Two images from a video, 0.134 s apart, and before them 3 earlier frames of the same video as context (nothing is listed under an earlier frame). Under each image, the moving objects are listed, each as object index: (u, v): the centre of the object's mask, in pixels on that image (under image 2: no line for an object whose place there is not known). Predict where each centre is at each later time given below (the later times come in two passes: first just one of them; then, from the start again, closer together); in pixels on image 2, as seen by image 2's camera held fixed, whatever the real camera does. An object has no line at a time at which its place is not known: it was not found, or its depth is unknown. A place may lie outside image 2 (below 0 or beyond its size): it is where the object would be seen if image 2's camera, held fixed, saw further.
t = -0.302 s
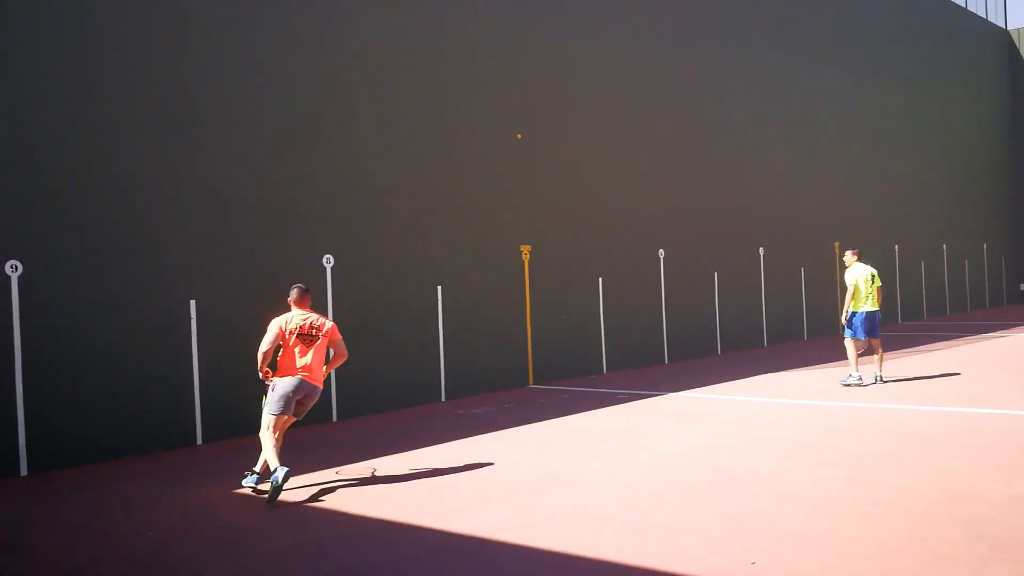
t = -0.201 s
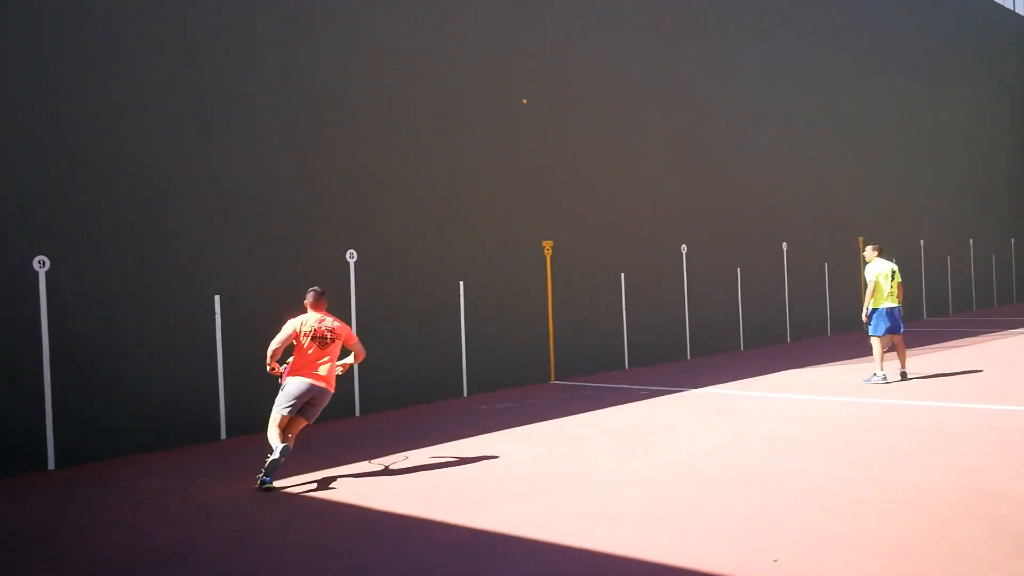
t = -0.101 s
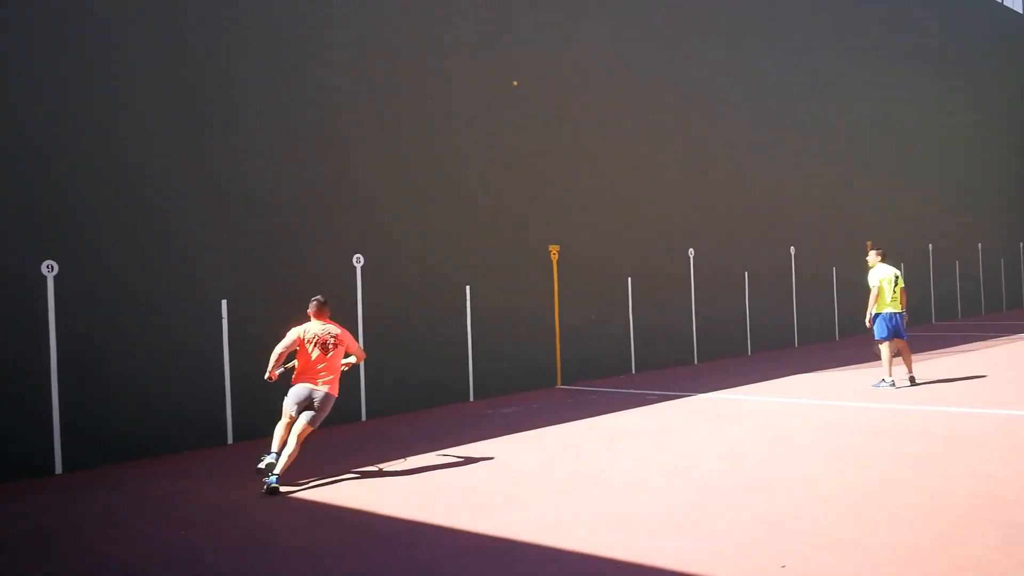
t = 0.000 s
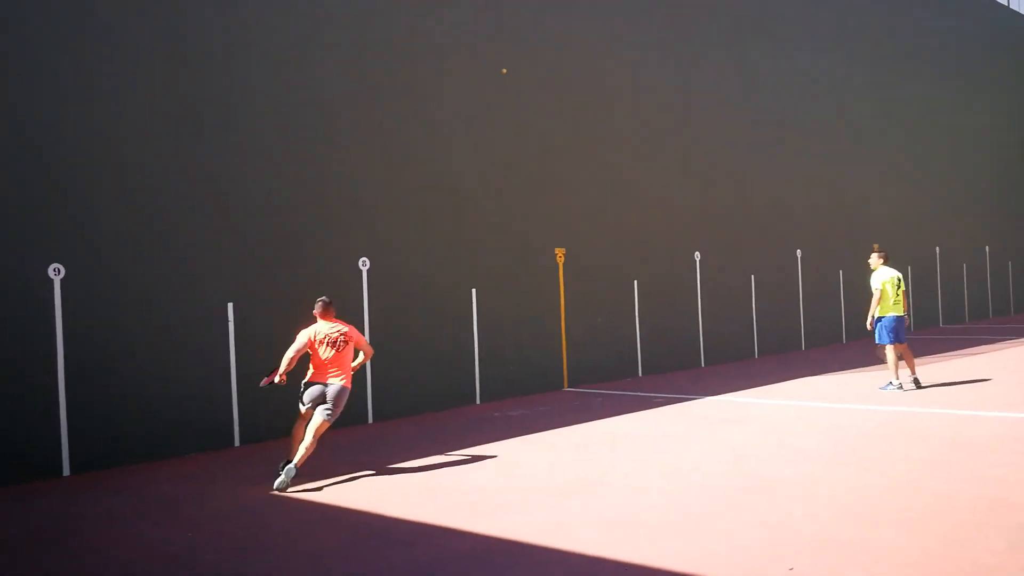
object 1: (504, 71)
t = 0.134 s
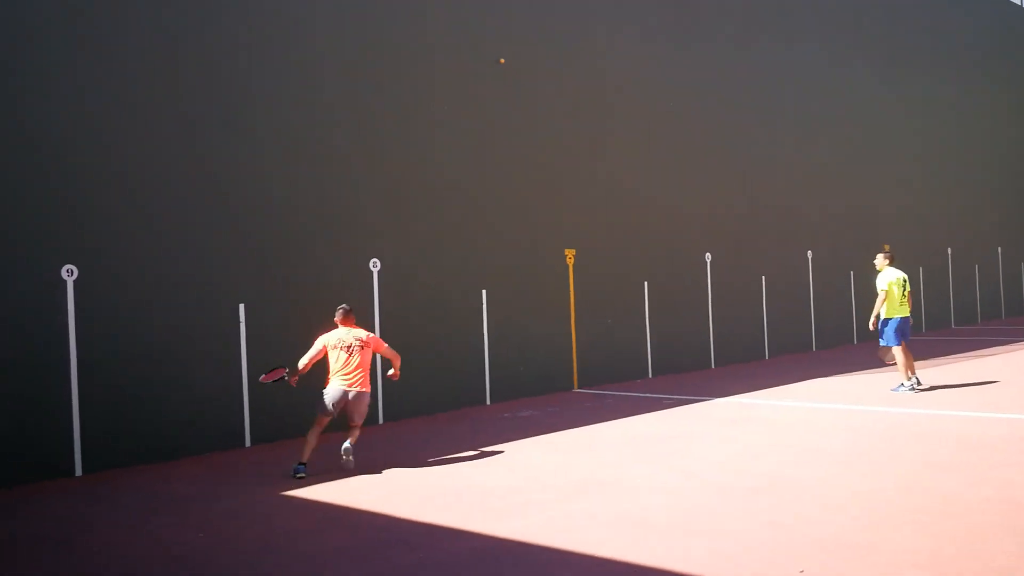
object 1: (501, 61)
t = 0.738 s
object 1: (509, 164)
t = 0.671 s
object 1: (508, 139)
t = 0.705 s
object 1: (509, 151)
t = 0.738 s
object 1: (509, 164)
